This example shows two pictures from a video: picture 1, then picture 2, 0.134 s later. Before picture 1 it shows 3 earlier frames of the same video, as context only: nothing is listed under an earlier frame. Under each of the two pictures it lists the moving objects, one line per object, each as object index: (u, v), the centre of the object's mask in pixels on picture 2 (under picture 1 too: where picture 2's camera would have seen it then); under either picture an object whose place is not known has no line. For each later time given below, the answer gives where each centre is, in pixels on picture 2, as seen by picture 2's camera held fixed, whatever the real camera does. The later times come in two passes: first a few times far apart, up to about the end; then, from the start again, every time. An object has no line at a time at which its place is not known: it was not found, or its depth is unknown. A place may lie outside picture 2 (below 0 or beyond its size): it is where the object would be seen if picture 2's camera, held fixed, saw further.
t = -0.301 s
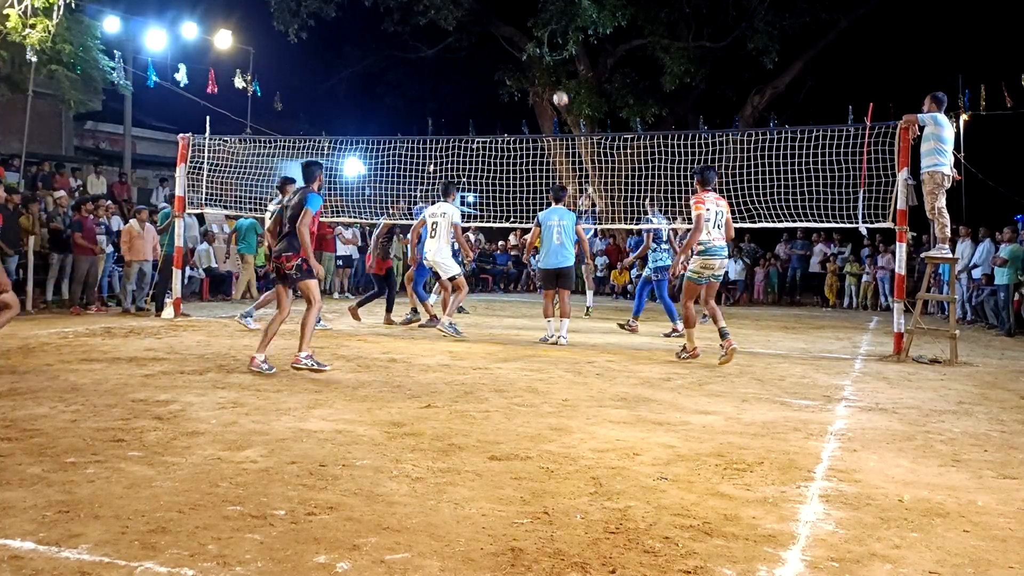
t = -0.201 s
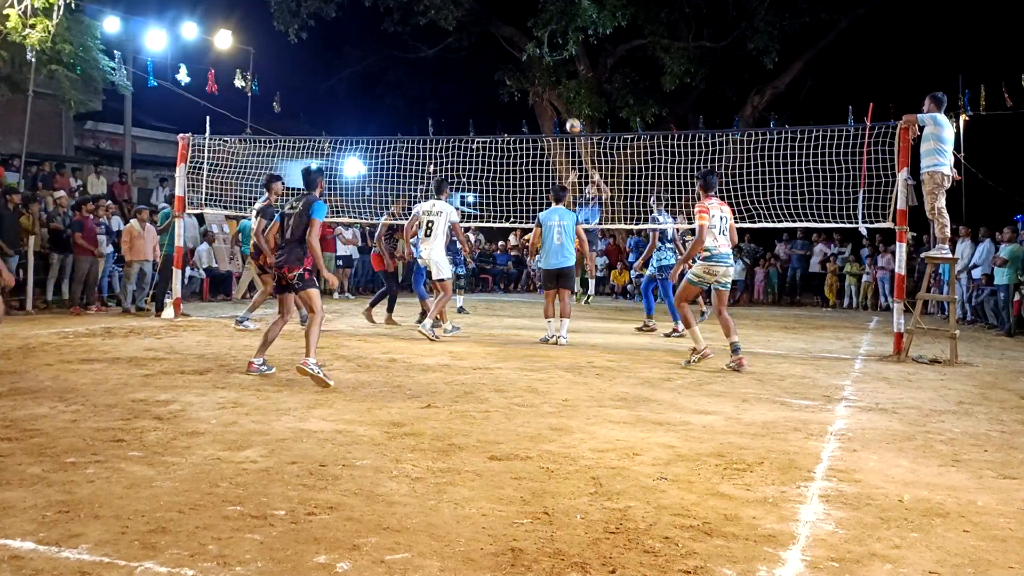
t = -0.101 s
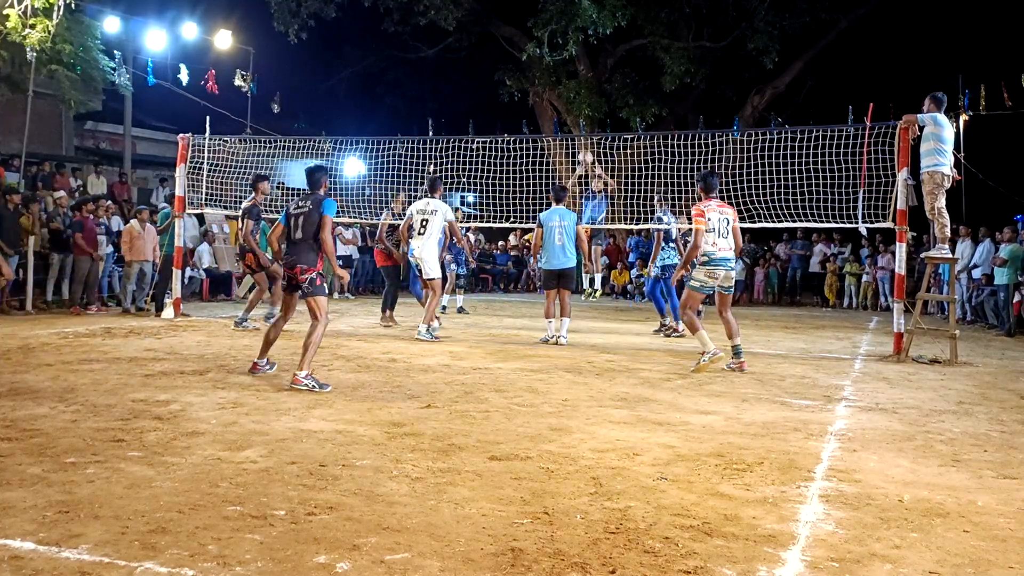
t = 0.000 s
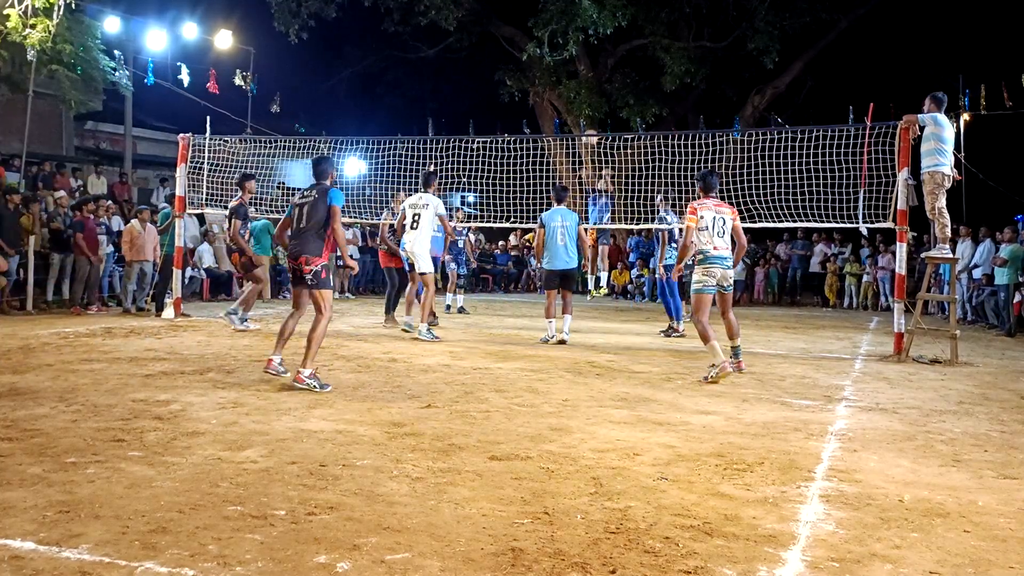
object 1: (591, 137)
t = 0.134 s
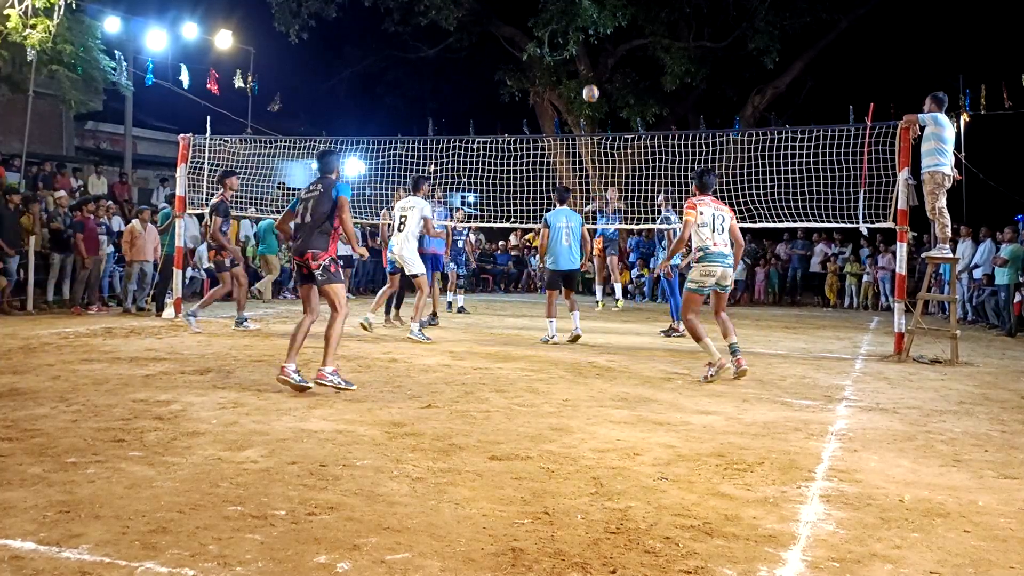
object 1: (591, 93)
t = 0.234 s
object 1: (591, 64)
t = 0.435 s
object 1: (592, 20)
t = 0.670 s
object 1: (597, 9)
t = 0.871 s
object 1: (601, 49)
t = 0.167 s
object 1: (591, 83)
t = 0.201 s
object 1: (591, 73)
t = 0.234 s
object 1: (591, 64)
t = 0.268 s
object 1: (591, 56)
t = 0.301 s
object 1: (591, 47)
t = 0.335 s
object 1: (591, 40)
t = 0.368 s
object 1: (591, 33)
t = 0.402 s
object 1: (592, 26)
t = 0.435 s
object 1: (592, 20)
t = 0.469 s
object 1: (592, 15)
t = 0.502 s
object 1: (593, 11)
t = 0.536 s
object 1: (594, 9)
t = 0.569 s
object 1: (594, 8)
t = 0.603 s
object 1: (595, 8)
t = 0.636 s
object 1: (596, 8)
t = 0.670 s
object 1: (597, 9)
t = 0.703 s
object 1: (597, 10)
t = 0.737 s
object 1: (598, 13)
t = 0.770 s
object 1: (599, 20)
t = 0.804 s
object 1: (599, 27)
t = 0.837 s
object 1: (600, 37)
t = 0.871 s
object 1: (601, 49)
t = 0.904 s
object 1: (603, 63)
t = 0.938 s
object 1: (604, 81)
